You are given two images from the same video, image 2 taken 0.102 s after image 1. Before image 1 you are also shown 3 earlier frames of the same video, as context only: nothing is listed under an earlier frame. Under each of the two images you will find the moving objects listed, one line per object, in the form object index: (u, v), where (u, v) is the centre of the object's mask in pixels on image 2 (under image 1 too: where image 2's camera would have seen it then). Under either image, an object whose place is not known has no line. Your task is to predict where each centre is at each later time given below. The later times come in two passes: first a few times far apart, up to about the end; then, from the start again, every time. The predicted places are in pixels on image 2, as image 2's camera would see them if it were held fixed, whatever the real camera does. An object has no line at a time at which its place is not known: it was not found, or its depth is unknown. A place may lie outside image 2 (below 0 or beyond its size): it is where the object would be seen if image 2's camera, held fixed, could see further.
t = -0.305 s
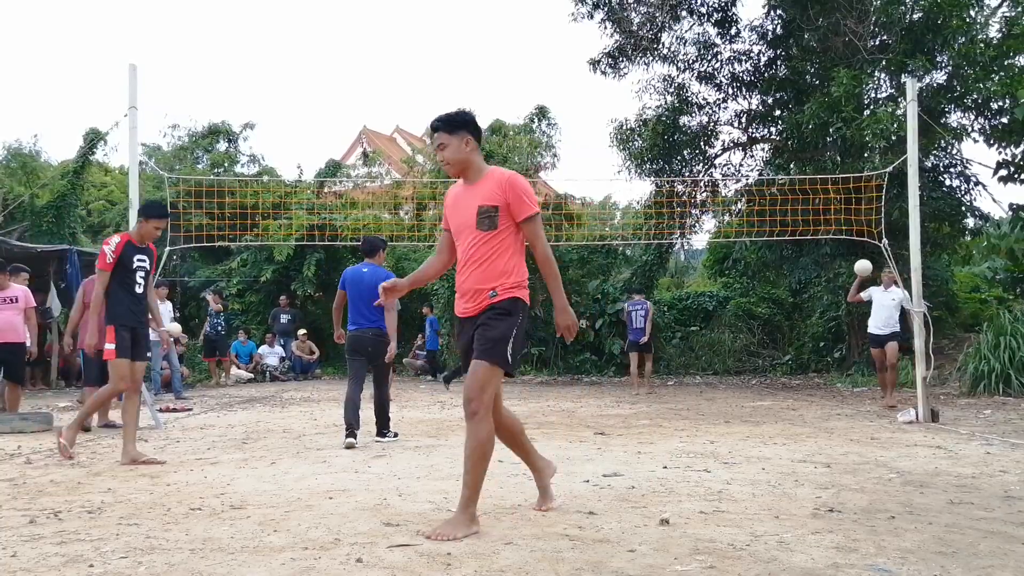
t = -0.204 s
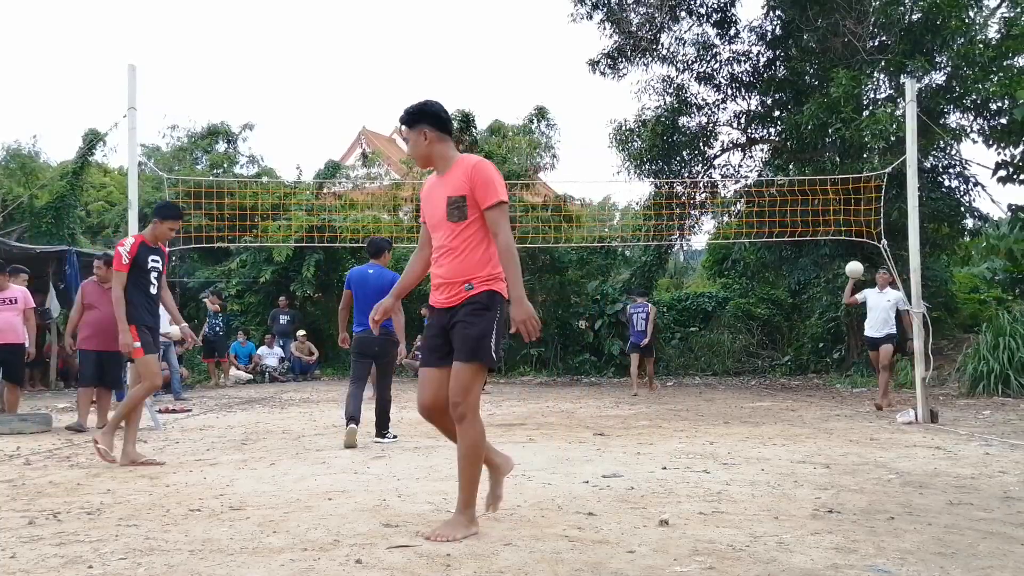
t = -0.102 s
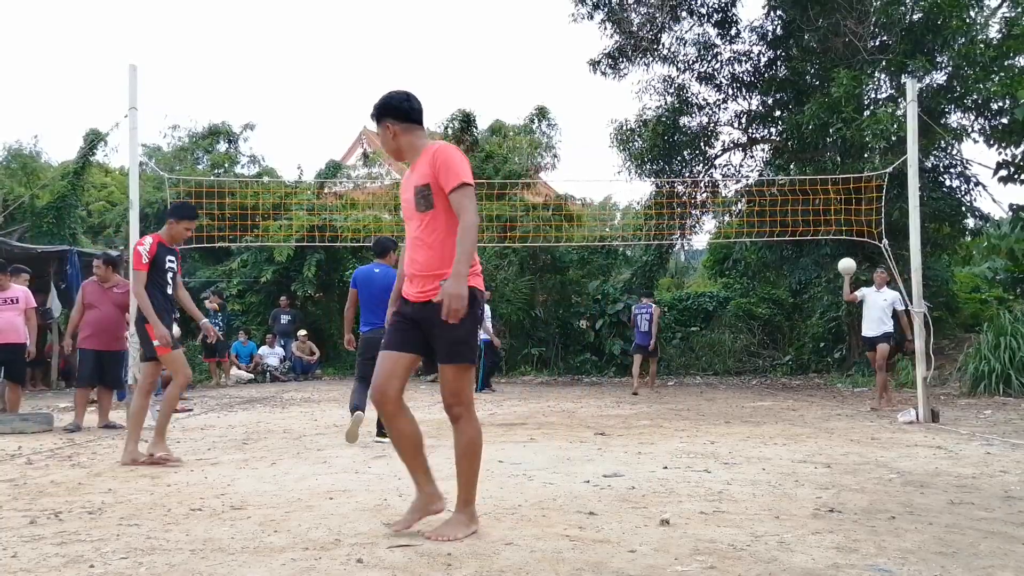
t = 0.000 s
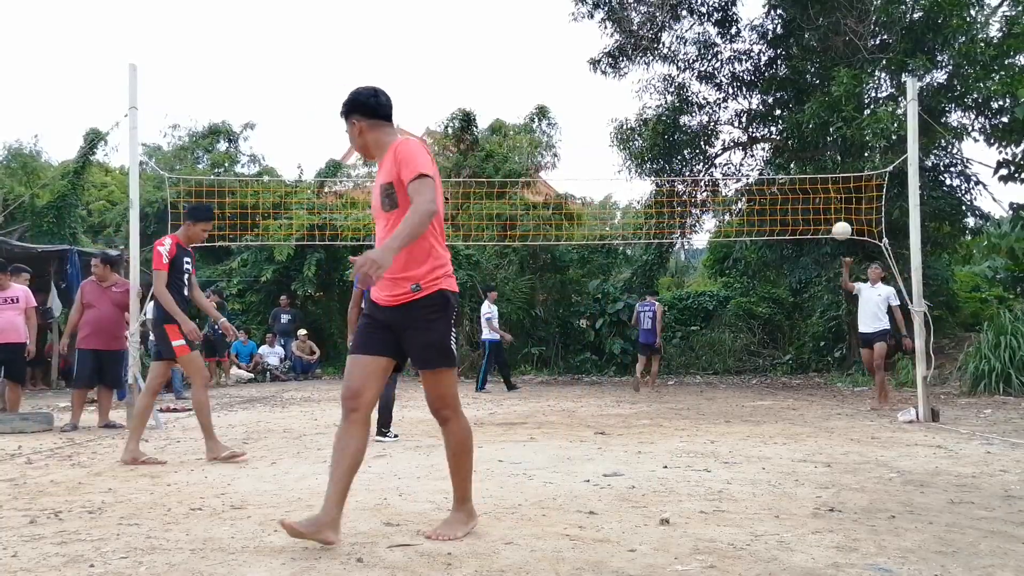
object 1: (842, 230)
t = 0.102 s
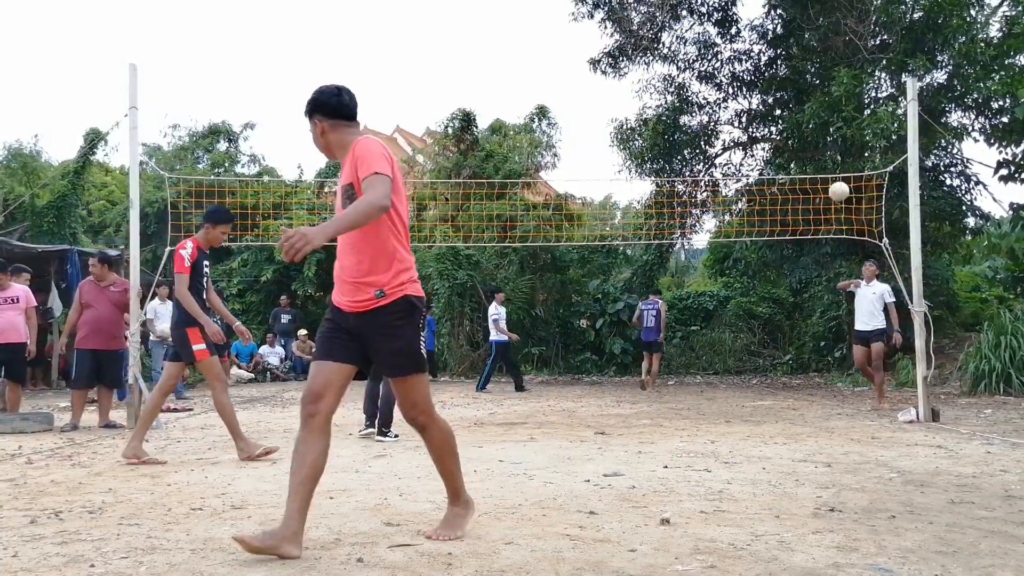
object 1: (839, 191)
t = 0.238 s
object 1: (835, 147)
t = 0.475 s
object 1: (829, 101)
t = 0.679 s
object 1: (824, 107)
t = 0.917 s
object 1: (820, 203)
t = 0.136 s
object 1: (838, 179)
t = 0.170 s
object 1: (837, 167)
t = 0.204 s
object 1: (836, 157)
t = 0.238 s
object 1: (835, 147)
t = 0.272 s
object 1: (834, 138)
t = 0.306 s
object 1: (833, 130)
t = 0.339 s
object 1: (832, 122)
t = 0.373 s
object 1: (831, 116)
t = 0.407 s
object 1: (830, 110)
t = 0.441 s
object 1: (830, 105)
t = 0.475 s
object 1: (829, 101)
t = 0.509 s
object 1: (828, 98)
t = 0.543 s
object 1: (827, 97)
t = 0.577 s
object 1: (826, 97)
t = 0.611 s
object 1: (826, 99)
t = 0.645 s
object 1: (825, 102)
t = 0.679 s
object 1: (824, 107)
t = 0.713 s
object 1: (824, 114)
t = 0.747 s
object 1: (823, 123)
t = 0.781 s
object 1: (822, 133)
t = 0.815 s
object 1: (822, 147)
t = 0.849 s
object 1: (821, 162)
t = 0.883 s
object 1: (821, 181)
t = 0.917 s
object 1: (820, 203)
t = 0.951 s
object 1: (820, 229)
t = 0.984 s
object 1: (820, 259)
